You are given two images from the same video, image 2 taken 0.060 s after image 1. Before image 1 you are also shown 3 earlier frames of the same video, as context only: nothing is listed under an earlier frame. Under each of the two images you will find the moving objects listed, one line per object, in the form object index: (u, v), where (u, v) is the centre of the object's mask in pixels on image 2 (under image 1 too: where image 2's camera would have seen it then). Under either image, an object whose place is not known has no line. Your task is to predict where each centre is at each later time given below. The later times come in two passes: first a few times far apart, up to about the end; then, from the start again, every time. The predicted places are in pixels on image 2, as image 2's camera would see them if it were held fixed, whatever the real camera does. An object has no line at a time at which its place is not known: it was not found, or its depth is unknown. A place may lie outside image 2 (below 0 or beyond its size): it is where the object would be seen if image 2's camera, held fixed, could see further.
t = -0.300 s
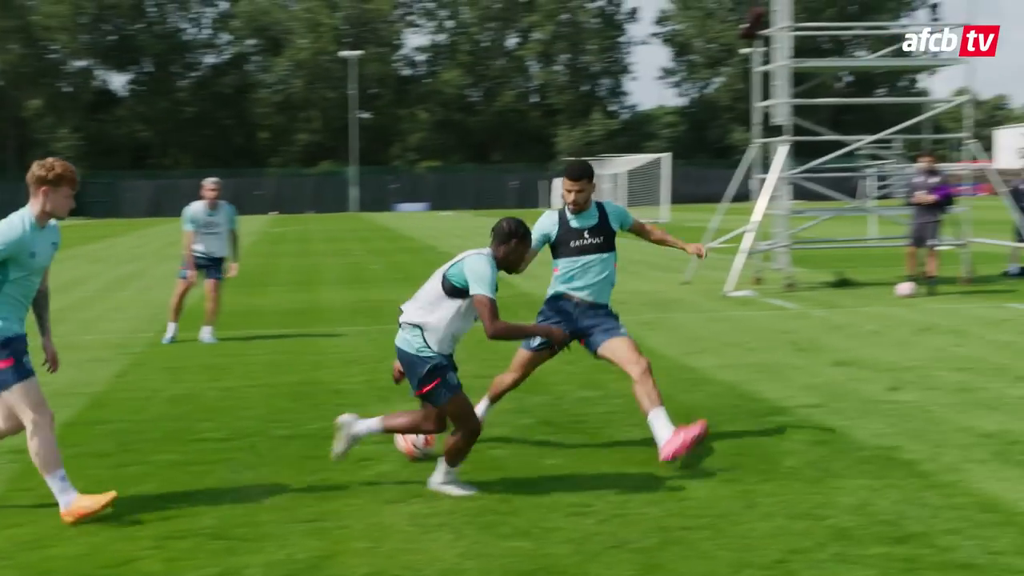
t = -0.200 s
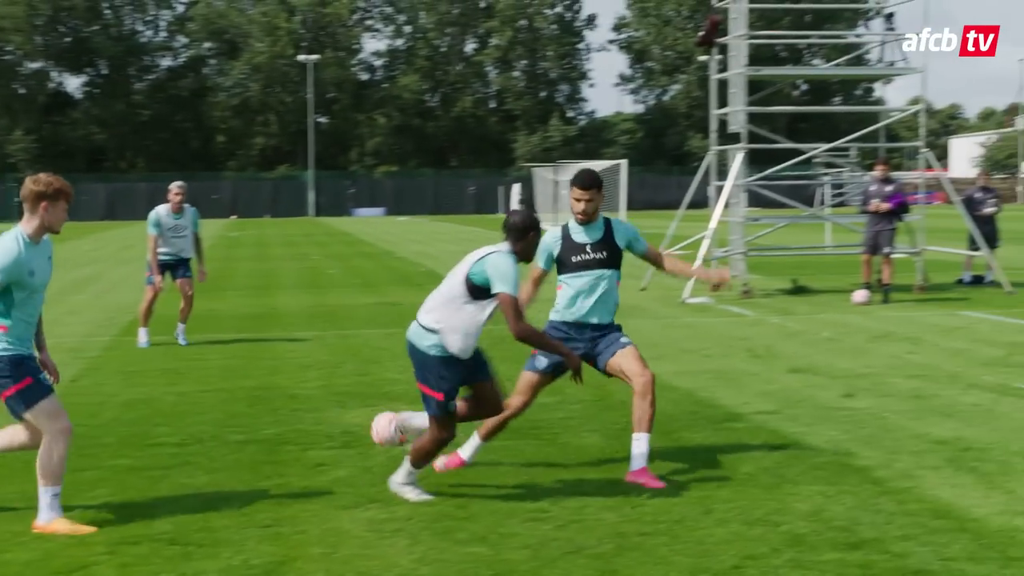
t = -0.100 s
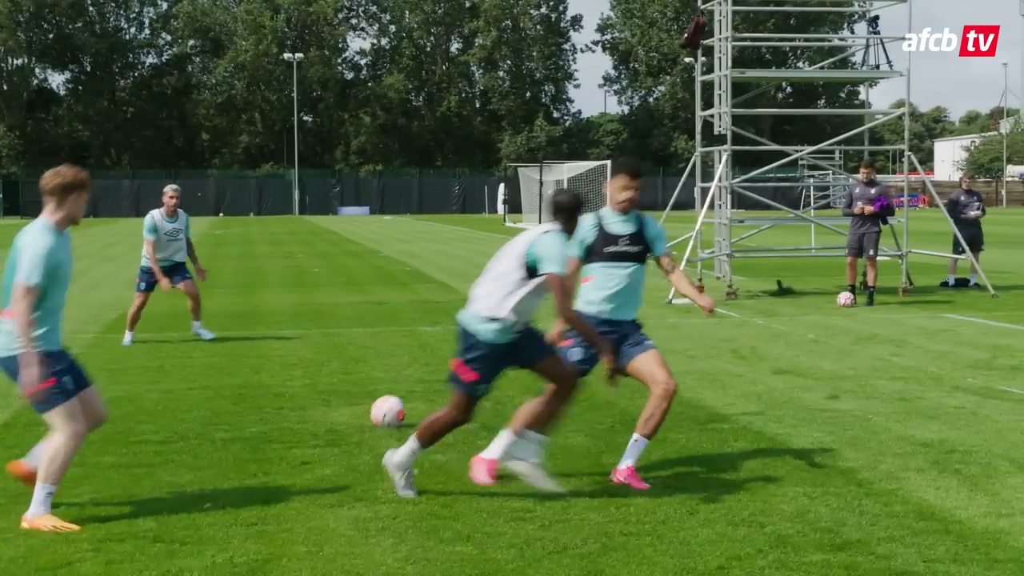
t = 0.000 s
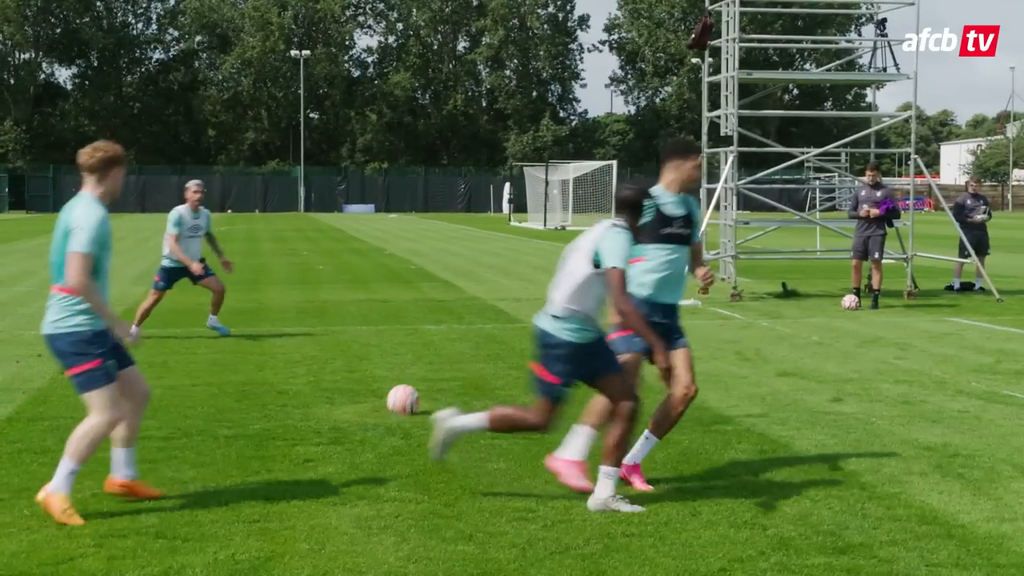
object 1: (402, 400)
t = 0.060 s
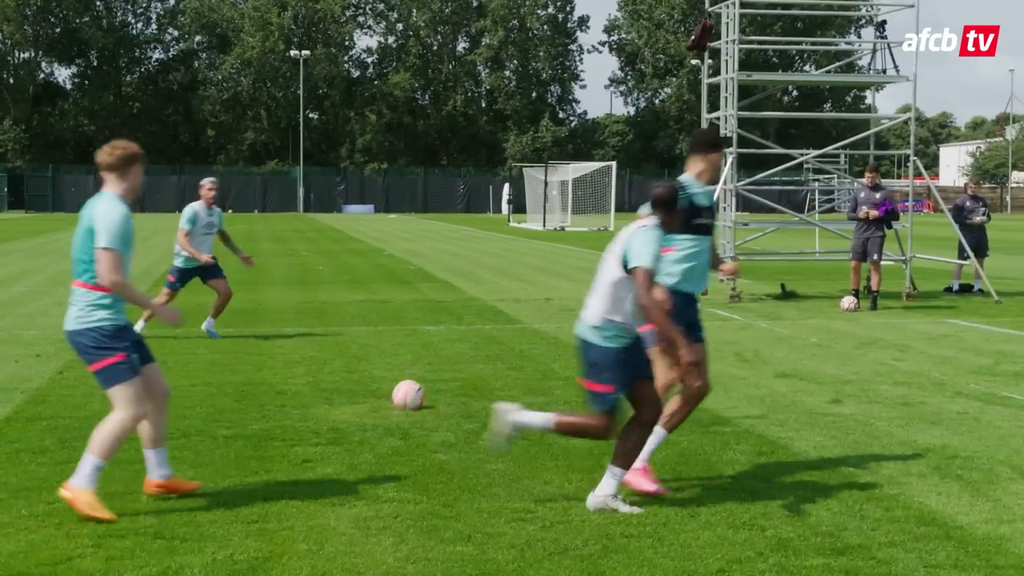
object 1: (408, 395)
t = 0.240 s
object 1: (427, 380)
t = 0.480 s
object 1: (445, 366)
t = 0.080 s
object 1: (411, 394)
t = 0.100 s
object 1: (412, 392)
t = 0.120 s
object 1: (415, 389)
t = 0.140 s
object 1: (416, 387)
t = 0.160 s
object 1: (419, 385)
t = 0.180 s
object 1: (421, 383)
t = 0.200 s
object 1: (423, 382)
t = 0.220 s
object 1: (425, 381)
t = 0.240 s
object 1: (427, 380)
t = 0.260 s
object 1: (428, 378)
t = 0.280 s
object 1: (430, 375)
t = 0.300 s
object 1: (431, 373)
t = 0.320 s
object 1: (433, 371)
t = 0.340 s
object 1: (435, 370)
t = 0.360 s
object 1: (436, 368)
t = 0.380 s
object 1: (437, 368)
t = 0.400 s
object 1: (440, 368)
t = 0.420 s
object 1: (441, 368)
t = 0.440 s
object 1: (442, 367)
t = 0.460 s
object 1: (443, 367)
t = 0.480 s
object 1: (445, 366)
